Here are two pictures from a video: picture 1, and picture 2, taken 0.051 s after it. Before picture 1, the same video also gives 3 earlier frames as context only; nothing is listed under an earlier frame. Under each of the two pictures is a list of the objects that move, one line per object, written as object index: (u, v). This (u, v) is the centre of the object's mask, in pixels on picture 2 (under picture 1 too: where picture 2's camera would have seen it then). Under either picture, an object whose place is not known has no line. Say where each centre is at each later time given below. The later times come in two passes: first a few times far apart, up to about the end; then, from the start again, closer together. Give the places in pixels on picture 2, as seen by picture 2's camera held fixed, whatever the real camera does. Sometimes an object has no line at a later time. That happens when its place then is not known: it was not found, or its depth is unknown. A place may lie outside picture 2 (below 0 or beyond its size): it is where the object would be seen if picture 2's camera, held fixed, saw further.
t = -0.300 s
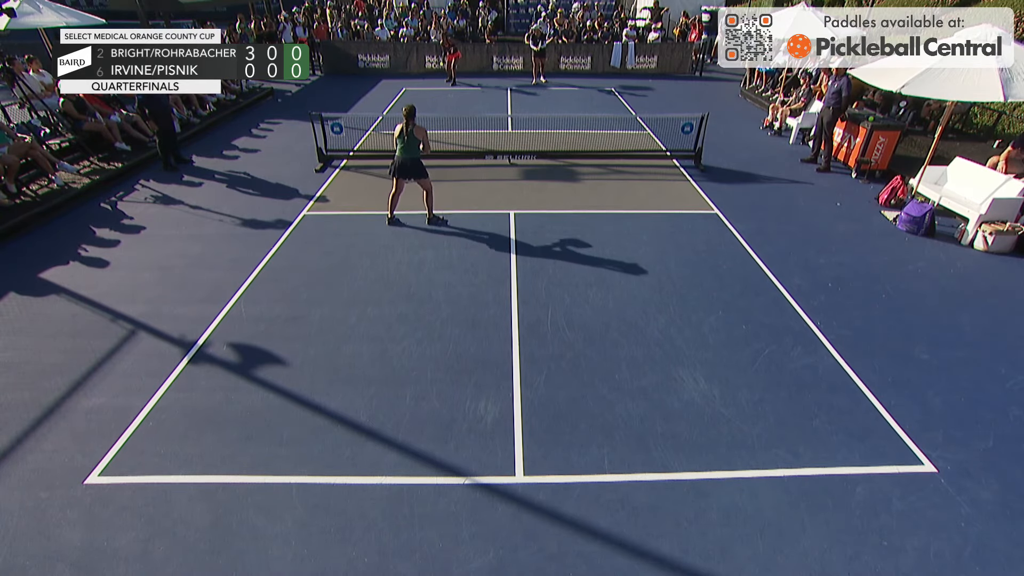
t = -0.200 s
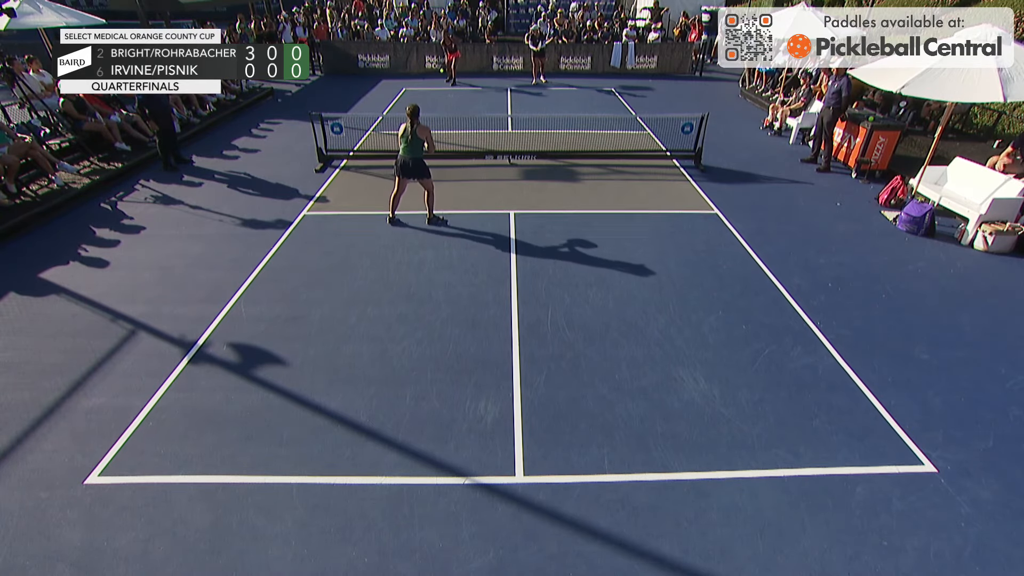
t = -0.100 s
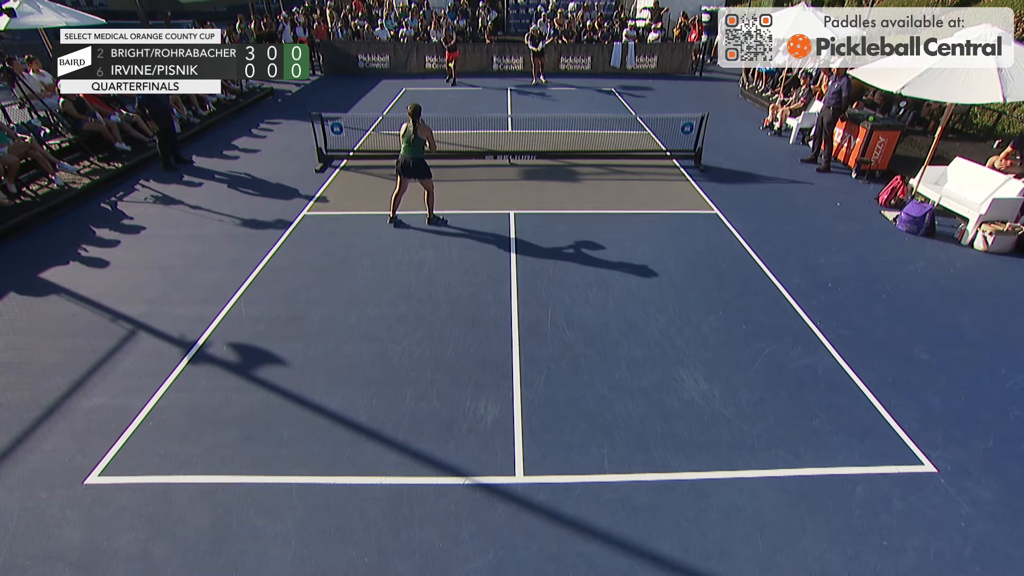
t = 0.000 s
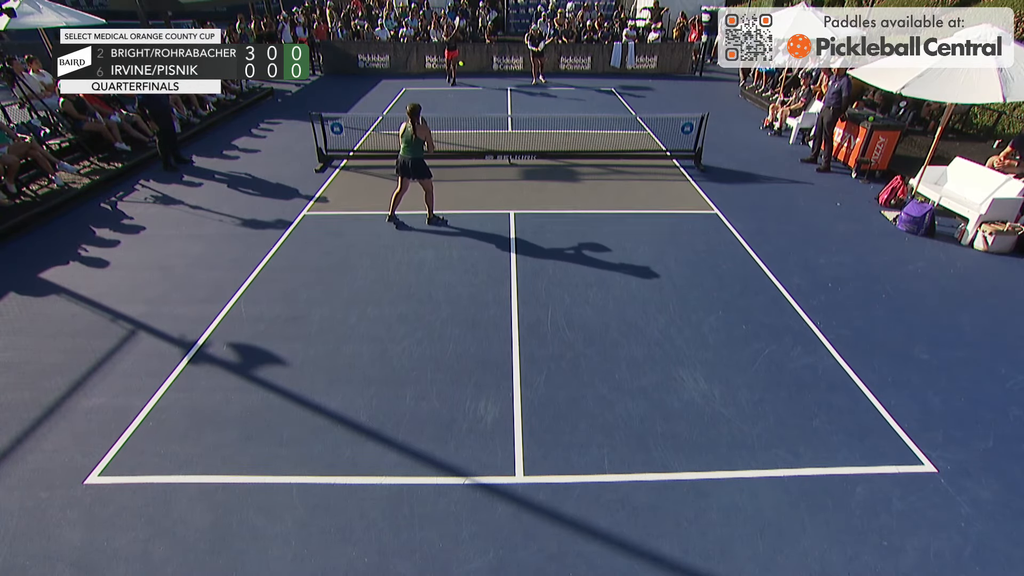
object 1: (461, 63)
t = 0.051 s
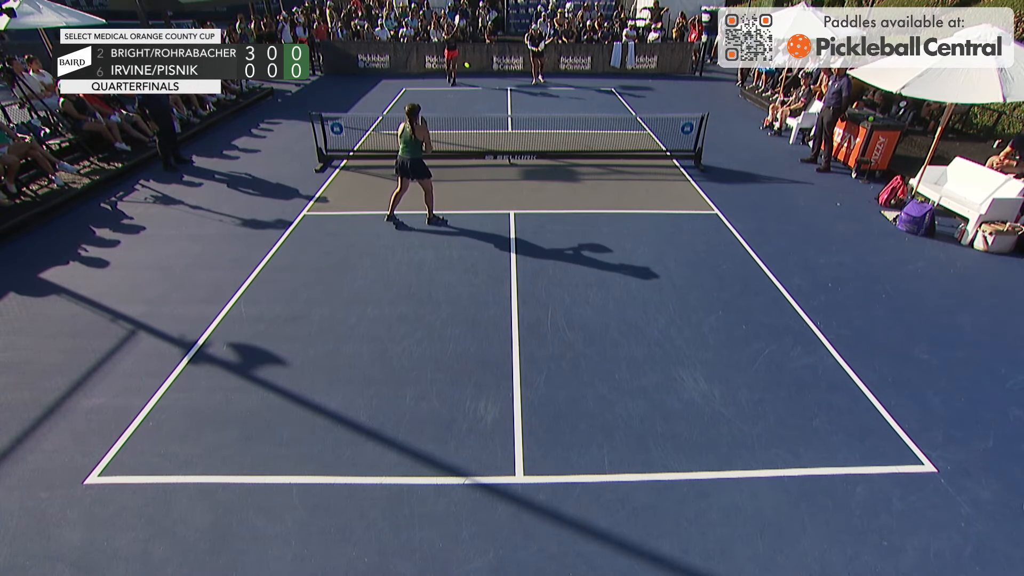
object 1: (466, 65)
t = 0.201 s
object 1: (488, 81)
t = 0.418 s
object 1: (535, 155)
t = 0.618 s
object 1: (602, 312)
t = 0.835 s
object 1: (709, 452)
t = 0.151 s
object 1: (480, 74)
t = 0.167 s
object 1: (483, 76)
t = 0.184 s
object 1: (486, 79)
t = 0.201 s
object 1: (488, 81)
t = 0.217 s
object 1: (491, 85)
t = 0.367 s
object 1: (522, 131)
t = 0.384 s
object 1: (526, 138)
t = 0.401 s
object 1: (531, 147)
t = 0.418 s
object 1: (535, 155)
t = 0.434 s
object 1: (539, 164)
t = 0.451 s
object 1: (544, 174)
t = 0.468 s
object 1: (549, 184)
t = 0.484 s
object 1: (554, 195)
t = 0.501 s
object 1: (560, 207)
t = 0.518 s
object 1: (565, 220)
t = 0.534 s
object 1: (571, 233)
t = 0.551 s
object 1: (577, 247)
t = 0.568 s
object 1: (583, 262)
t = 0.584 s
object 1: (589, 277)
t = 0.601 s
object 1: (596, 295)
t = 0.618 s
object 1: (602, 312)
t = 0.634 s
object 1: (609, 330)
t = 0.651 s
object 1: (616, 350)
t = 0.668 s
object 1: (623, 370)
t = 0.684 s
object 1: (631, 387)
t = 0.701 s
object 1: (638, 394)
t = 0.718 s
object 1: (646, 399)
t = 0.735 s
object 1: (653, 404)
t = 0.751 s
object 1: (662, 410)
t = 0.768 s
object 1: (670, 417)
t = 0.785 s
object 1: (679, 425)
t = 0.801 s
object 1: (689, 433)
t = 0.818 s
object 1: (699, 442)
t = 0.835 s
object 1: (709, 452)
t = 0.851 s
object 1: (720, 462)
